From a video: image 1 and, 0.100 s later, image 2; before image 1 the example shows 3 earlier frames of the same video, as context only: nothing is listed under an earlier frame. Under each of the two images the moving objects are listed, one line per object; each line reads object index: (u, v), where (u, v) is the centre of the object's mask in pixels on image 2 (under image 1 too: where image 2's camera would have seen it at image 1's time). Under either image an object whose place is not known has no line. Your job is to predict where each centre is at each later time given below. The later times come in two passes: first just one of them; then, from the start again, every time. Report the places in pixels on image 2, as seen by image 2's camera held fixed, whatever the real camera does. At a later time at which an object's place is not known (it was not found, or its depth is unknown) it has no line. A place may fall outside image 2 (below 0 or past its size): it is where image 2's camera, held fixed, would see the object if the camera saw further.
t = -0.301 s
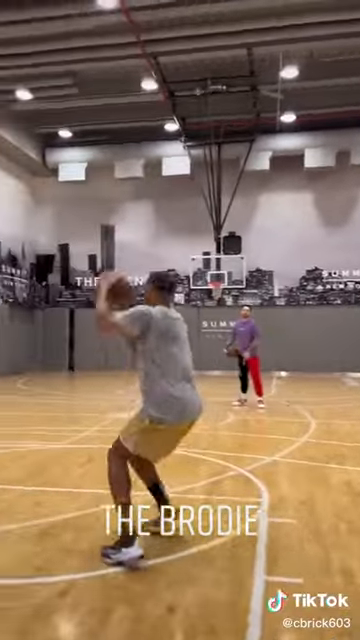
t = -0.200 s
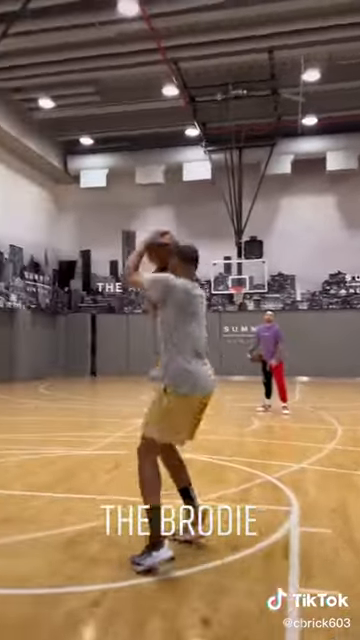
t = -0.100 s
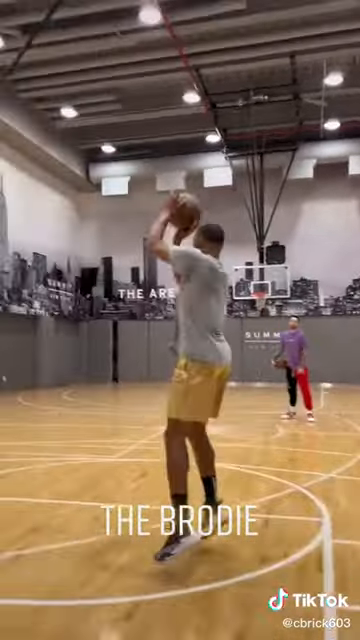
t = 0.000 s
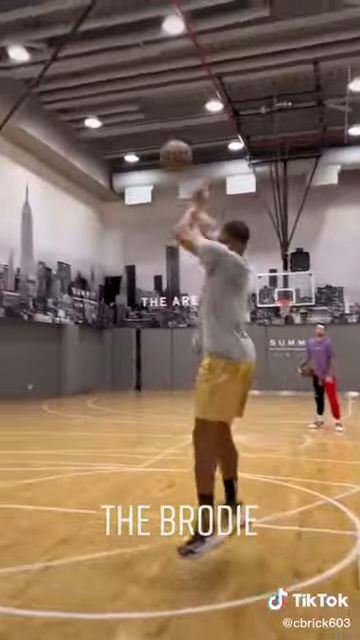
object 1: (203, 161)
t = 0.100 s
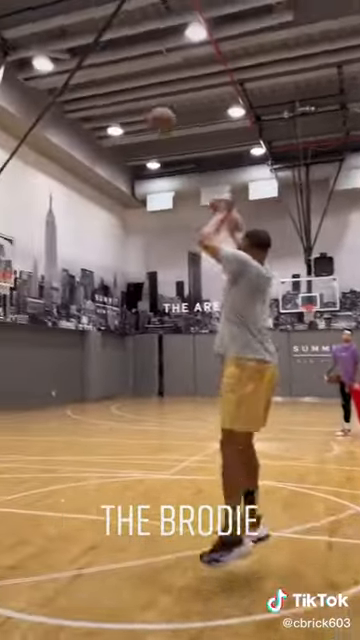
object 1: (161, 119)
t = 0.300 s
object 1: (109, 89)
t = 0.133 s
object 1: (150, 112)
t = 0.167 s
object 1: (141, 103)
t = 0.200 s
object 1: (132, 98)
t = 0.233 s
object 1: (123, 94)
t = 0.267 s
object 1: (116, 92)
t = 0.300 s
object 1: (109, 89)
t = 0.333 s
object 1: (102, 88)
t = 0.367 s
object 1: (95, 88)
